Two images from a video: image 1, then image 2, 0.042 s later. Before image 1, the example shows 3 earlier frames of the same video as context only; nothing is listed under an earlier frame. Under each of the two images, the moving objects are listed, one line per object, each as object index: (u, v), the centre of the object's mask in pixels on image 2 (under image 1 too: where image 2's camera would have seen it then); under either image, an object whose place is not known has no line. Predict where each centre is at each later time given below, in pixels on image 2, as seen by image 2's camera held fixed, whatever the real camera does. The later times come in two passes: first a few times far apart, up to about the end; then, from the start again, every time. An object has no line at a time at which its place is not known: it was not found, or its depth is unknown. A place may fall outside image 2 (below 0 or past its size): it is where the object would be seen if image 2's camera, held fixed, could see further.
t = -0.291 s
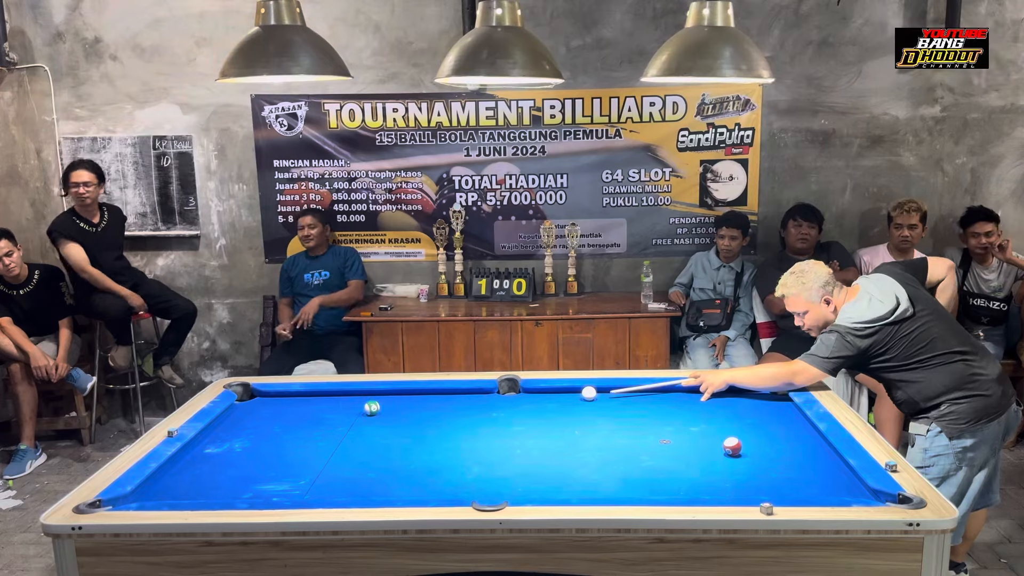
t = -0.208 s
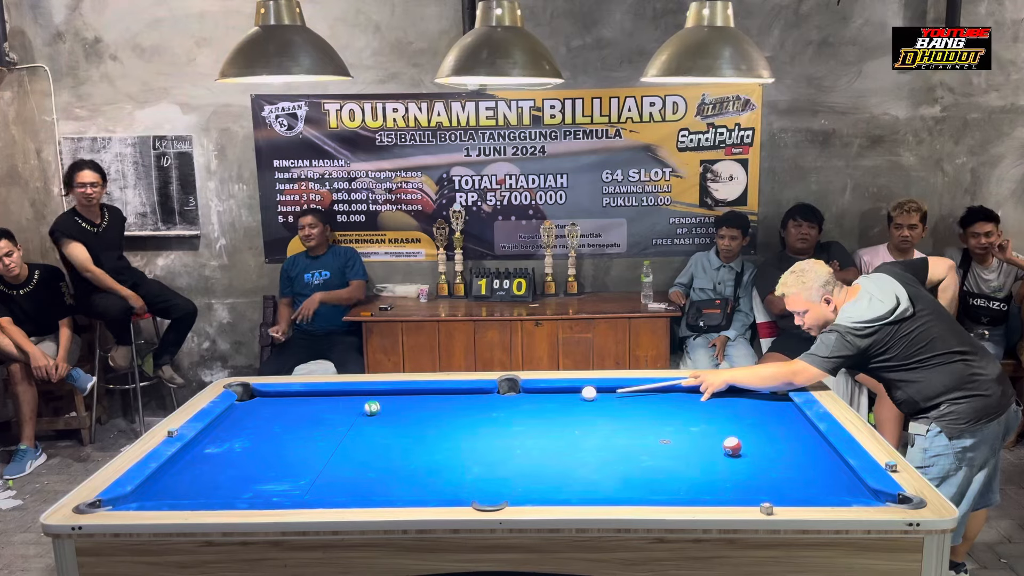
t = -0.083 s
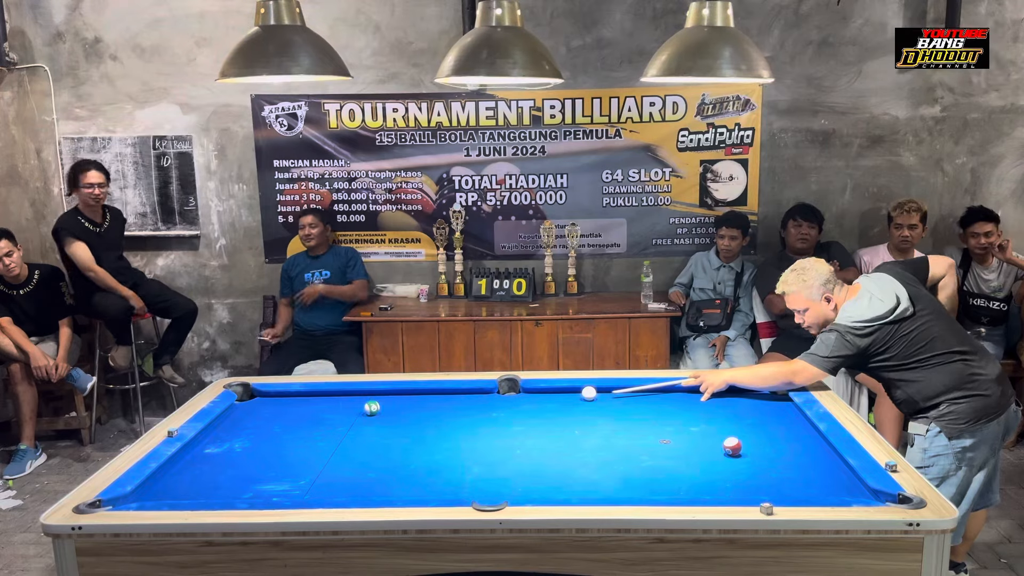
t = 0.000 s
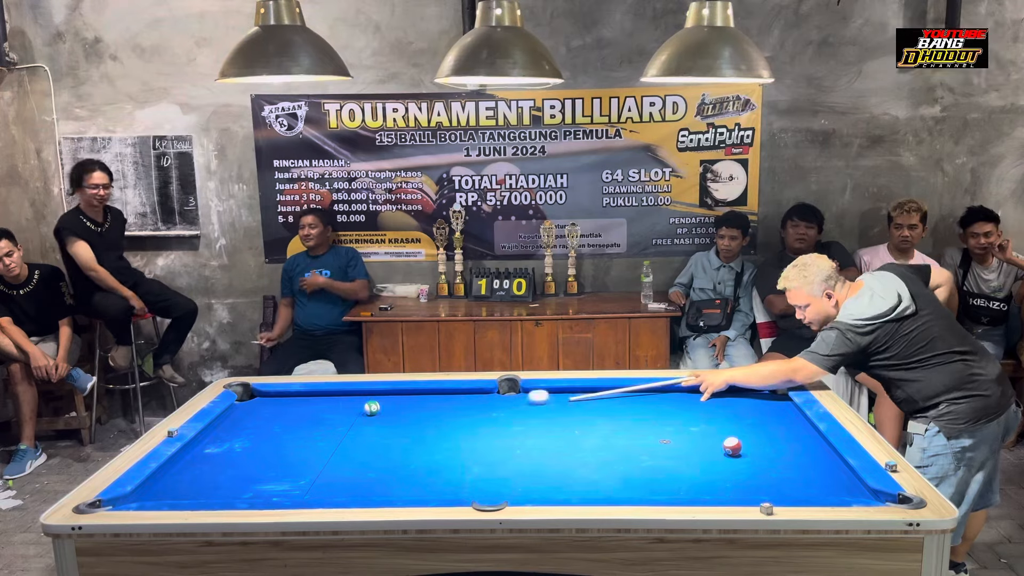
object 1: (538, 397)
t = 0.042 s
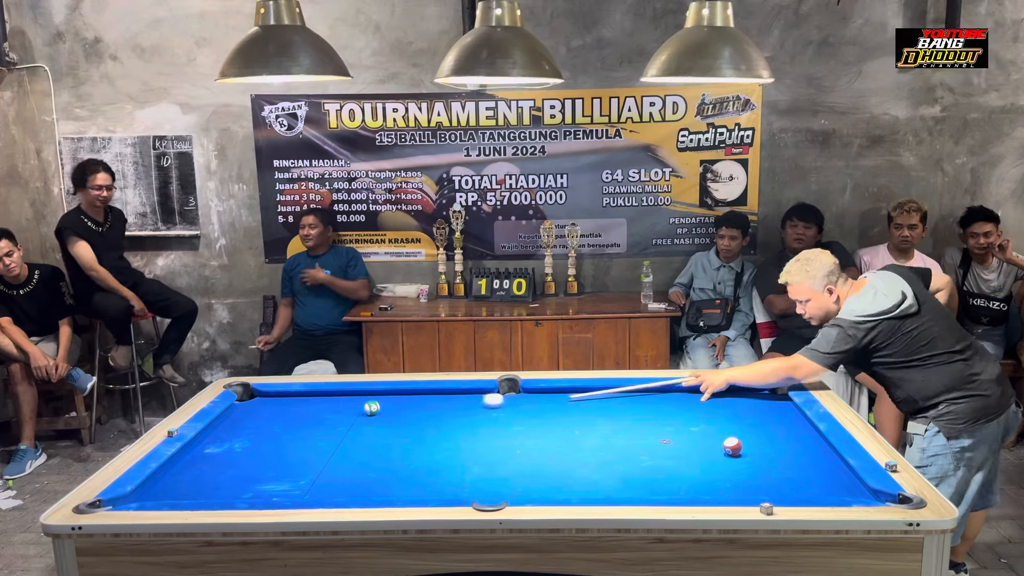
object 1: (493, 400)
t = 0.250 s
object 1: (368, 419)
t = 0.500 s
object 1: (329, 450)
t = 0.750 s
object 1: (296, 481)
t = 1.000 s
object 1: (285, 490)
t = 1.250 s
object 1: (301, 476)
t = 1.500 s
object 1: (315, 462)
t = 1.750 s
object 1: (327, 450)
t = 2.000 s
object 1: (338, 439)
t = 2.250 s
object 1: (348, 430)
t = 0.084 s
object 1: (463, 402)
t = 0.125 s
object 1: (419, 406)
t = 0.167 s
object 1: (391, 408)
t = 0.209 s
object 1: (375, 415)
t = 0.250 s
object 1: (368, 419)
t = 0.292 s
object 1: (358, 426)
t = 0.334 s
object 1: (352, 430)
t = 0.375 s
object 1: (344, 436)
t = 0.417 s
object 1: (339, 440)
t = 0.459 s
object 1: (333, 446)
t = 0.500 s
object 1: (329, 450)
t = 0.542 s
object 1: (323, 455)
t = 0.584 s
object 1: (318, 459)
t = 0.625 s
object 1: (312, 466)
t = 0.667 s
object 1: (308, 470)
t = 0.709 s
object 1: (301, 476)
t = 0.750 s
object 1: (296, 481)
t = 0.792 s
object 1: (289, 487)
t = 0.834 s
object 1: (285, 490)
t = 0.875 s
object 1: (277, 495)
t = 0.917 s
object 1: (278, 495)
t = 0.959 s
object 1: (283, 492)
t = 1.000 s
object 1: (285, 490)
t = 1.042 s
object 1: (289, 488)
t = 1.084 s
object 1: (291, 486)
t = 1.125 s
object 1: (294, 482)
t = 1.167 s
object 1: (296, 481)
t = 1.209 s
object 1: (299, 477)
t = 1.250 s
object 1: (301, 476)
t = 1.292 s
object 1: (304, 473)
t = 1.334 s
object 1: (306, 471)
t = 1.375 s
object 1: (309, 468)
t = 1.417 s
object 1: (310, 466)
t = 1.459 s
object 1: (313, 463)
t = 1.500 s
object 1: (315, 462)
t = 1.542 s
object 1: (317, 459)
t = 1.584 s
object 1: (319, 458)
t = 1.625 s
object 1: (321, 455)
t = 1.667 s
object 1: (323, 454)
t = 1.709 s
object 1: (325, 451)
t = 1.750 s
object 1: (327, 450)
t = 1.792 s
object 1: (329, 448)
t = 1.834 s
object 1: (331, 446)
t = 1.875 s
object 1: (333, 444)
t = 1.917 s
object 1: (334, 443)
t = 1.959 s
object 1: (336, 440)
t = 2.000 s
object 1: (338, 439)
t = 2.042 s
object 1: (340, 437)
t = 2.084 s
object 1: (341, 436)
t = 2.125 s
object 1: (343, 434)
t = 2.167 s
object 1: (344, 433)
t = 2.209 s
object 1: (346, 431)
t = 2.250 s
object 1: (348, 430)
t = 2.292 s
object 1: (349, 428)
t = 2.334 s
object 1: (351, 427)
